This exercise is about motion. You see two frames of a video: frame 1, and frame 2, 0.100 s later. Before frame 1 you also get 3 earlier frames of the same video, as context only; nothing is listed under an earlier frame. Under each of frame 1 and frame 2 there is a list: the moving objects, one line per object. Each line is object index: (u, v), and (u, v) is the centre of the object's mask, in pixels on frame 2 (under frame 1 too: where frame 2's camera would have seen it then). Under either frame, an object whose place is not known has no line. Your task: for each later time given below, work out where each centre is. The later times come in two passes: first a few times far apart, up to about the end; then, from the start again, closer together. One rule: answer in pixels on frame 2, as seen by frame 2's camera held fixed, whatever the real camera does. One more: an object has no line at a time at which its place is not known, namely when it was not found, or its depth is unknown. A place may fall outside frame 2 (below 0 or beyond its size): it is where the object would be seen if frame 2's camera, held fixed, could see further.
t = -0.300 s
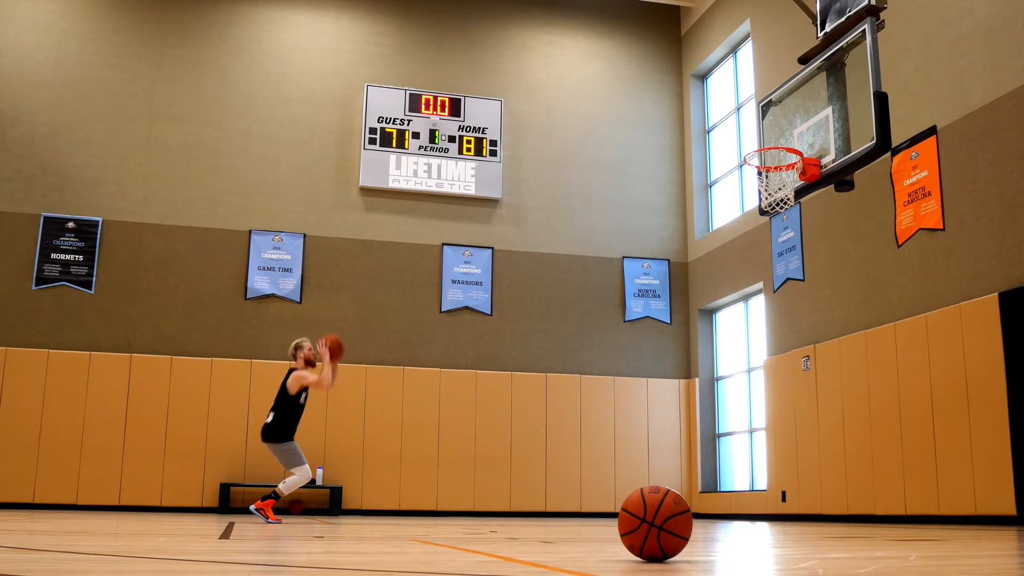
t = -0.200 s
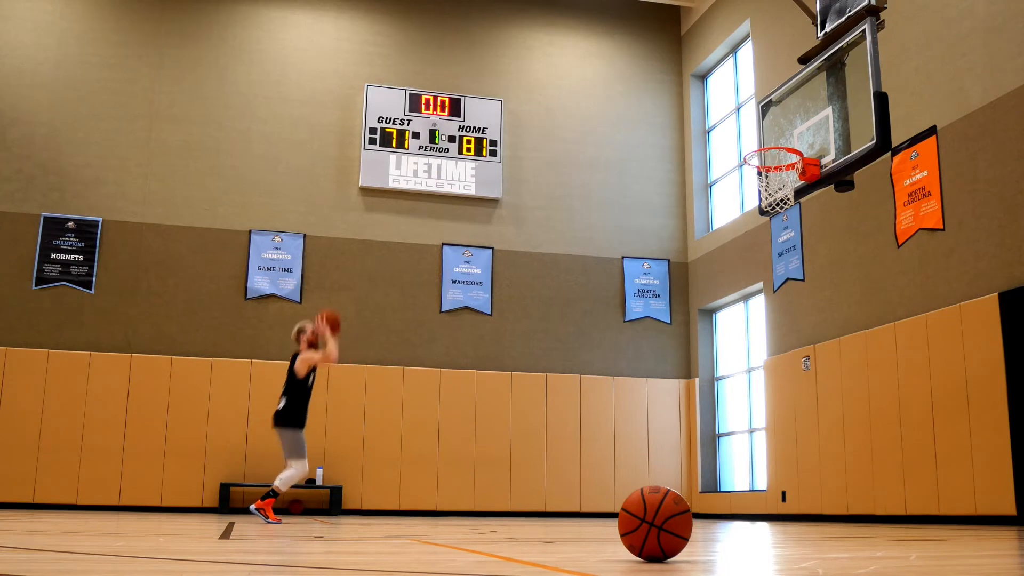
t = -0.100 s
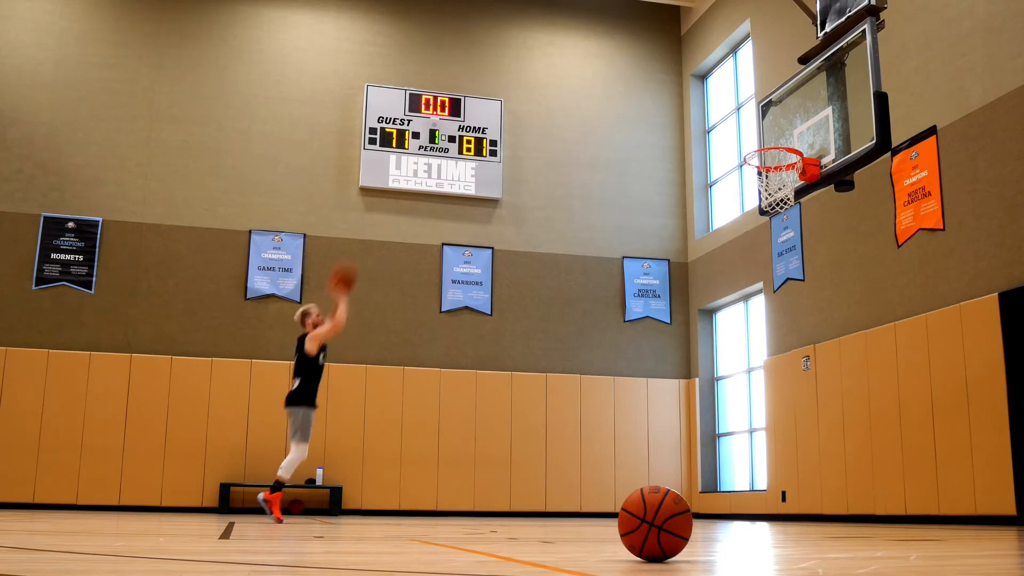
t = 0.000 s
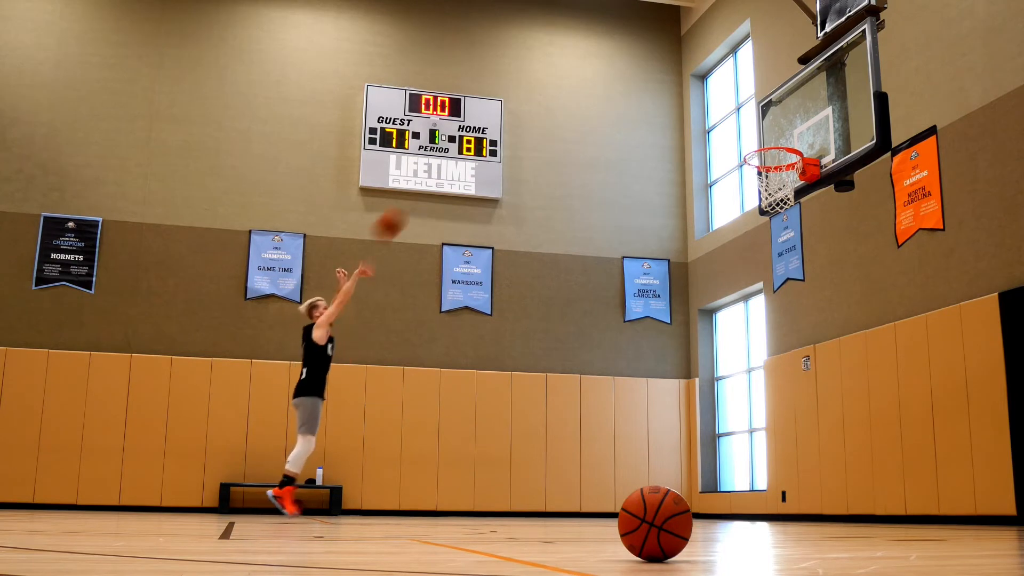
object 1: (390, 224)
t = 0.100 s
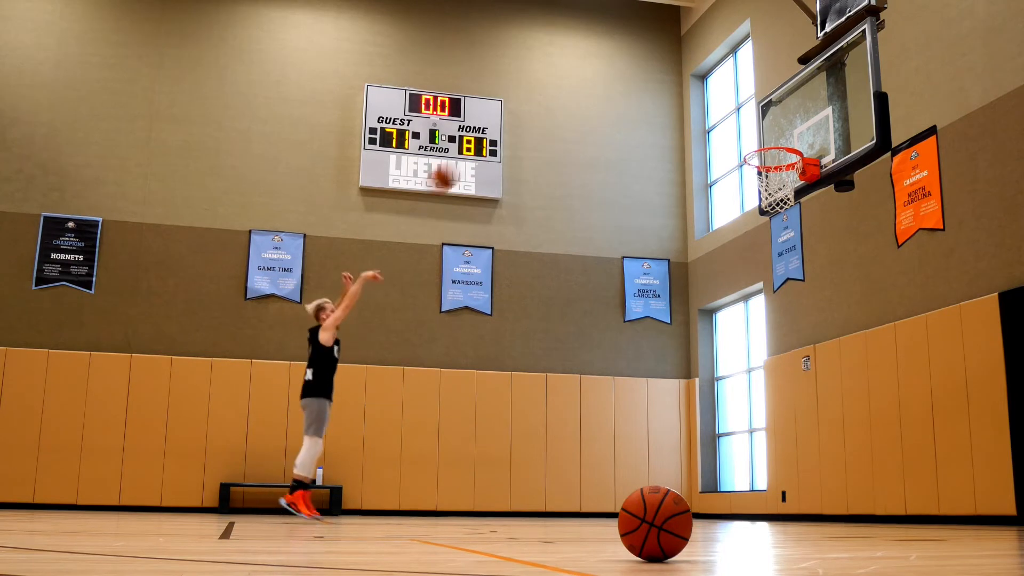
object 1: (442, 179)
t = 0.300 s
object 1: (549, 117)
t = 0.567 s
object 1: (690, 97)
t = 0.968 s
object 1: (775, 174)
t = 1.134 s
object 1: (787, 198)
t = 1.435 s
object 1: (809, 293)
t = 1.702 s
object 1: (834, 488)
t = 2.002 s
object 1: (816, 358)
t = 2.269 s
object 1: (797, 284)
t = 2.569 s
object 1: (784, 311)
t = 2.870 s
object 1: (776, 472)
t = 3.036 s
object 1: (765, 448)
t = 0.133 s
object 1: (461, 164)
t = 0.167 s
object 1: (479, 155)
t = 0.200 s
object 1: (499, 142)
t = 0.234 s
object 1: (516, 132)
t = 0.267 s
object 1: (532, 124)
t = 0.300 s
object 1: (549, 117)
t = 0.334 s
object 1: (567, 111)
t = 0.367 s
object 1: (584, 105)
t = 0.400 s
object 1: (602, 101)
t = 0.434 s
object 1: (620, 98)
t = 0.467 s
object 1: (637, 96)
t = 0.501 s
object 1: (655, 95)
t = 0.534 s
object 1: (672, 95)
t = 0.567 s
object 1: (690, 97)
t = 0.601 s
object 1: (707, 99)
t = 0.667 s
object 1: (746, 107)
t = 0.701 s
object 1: (767, 114)
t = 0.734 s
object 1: (783, 121)
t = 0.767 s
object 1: (797, 129)
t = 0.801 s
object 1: (789, 135)
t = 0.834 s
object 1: (780, 139)
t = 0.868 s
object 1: (769, 152)
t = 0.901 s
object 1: (768, 160)
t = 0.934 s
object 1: (770, 164)
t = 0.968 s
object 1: (775, 174)
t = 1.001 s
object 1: (776, 177)
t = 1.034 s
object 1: (779, 187)
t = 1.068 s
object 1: (782, 191)
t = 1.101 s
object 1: (784, 192)
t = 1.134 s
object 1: (787, 198)
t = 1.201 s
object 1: (792, 209)
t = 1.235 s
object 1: (794, 216)
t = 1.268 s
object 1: (796, 226)
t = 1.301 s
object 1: (799, 235)
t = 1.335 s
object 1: (801, 247)
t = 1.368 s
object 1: (804, 260)
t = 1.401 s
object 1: (807, 276)
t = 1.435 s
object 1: (809, 293)
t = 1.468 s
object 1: (812, 310)
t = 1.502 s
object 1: (814, 327)
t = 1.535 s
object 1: (818, 351)
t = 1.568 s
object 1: (822, 374)
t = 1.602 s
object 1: (825, 403)
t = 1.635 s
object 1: (827, 427)
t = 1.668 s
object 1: (830, 458)
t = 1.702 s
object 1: (834, 488)
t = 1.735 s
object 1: (836, 511)
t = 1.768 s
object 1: (834, 492)
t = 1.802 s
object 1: (831, 469)
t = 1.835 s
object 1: (828, 448)
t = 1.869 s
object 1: (826, 427)
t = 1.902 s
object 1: (823, 408)
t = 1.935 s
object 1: (820, 388)
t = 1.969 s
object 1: (818, 373)
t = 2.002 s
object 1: (816, 358)
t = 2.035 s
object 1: (812, 341)
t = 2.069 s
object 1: (810, 329)
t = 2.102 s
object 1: (808, 319)
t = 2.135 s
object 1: (806, 309)
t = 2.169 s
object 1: (804, 302)
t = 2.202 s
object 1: (801, 294)
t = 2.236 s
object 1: (799, 289)
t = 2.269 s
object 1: (797, 284)
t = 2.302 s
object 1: (796, 282)
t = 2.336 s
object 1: (794, 280)
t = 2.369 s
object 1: (792, 280)
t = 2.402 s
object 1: (790, 281)
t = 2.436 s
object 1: (788, 285)
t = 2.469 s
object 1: (787, 289)
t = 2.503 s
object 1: (786, 295)
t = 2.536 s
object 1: (785, 302)
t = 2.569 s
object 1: (784, 311)
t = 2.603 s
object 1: (783, 322)
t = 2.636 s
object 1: (781, 334)
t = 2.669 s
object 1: (780, 348)
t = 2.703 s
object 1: (779, 364)
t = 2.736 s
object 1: (778, 382)
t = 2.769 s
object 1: (778, 402)
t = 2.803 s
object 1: (777, 424)
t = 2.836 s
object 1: (777, 447)
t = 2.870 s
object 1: (776, 472)
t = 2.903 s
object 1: (772, 502)
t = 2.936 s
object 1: (769, 507)
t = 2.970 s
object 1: (768, 489)
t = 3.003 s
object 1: (767, 467)
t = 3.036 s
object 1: (765, 448)
